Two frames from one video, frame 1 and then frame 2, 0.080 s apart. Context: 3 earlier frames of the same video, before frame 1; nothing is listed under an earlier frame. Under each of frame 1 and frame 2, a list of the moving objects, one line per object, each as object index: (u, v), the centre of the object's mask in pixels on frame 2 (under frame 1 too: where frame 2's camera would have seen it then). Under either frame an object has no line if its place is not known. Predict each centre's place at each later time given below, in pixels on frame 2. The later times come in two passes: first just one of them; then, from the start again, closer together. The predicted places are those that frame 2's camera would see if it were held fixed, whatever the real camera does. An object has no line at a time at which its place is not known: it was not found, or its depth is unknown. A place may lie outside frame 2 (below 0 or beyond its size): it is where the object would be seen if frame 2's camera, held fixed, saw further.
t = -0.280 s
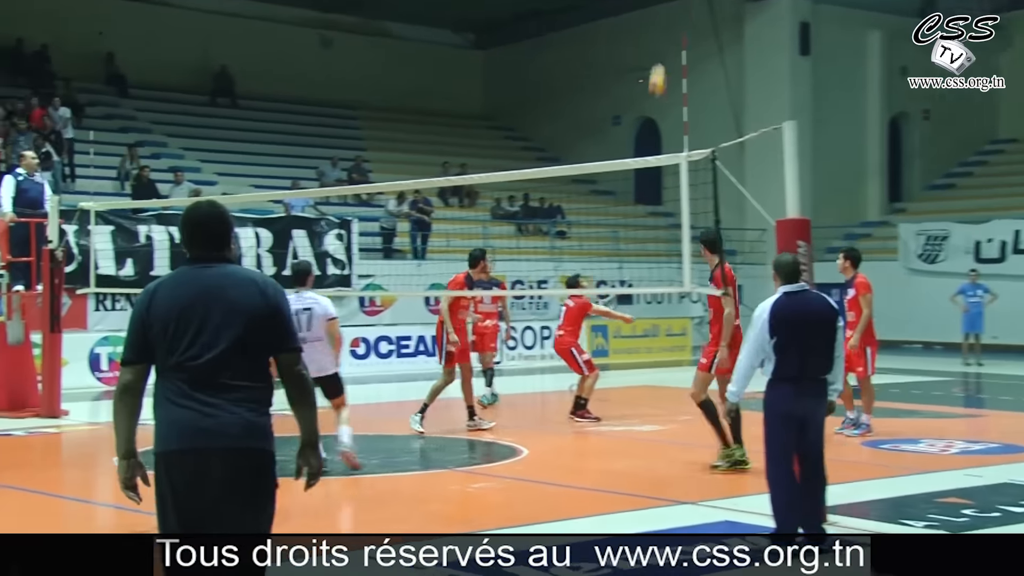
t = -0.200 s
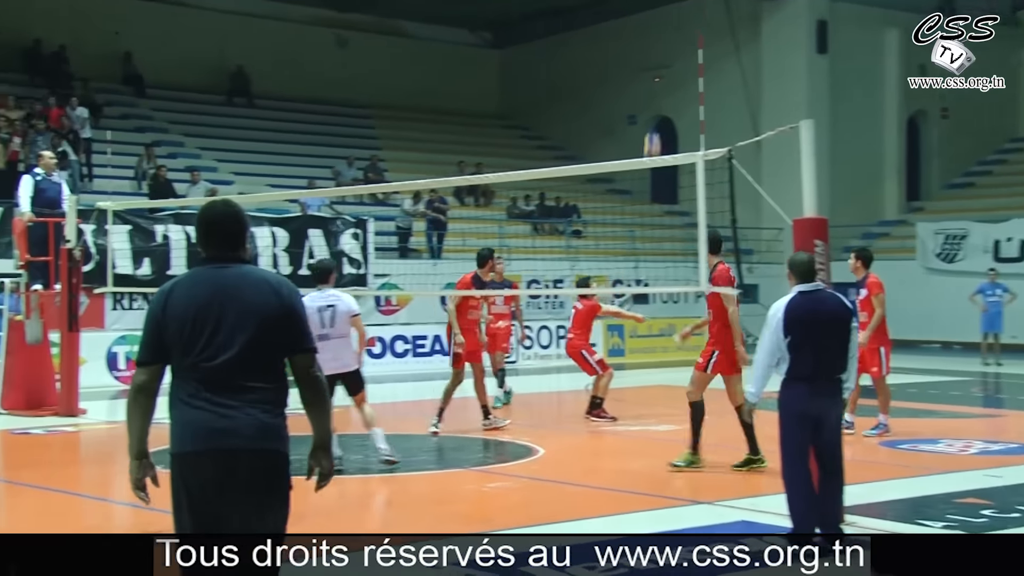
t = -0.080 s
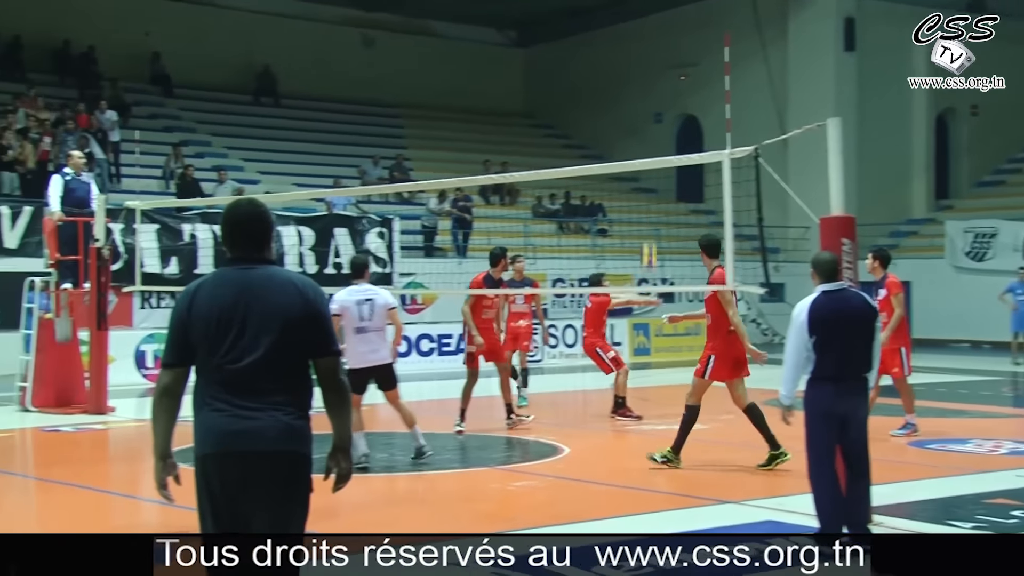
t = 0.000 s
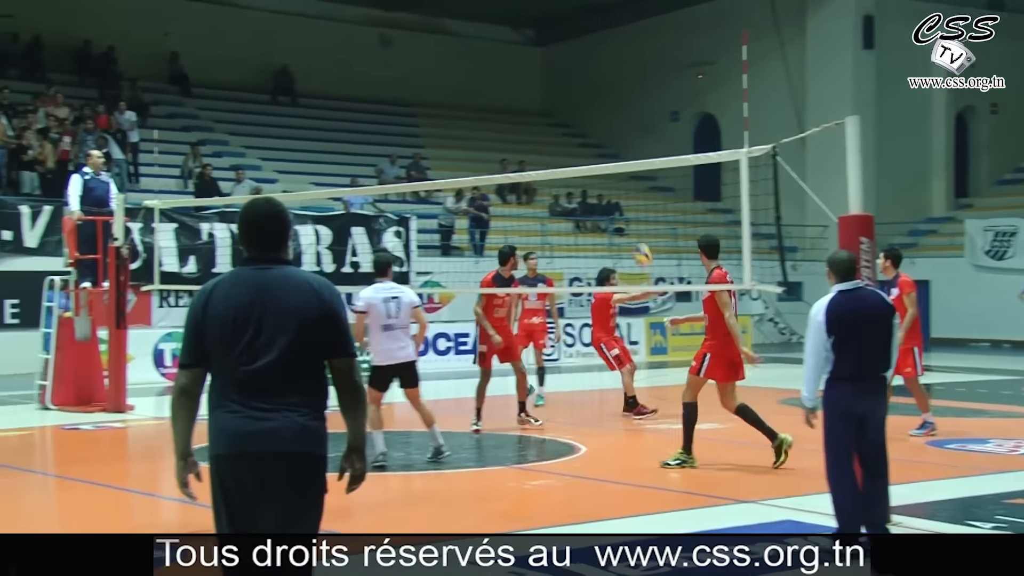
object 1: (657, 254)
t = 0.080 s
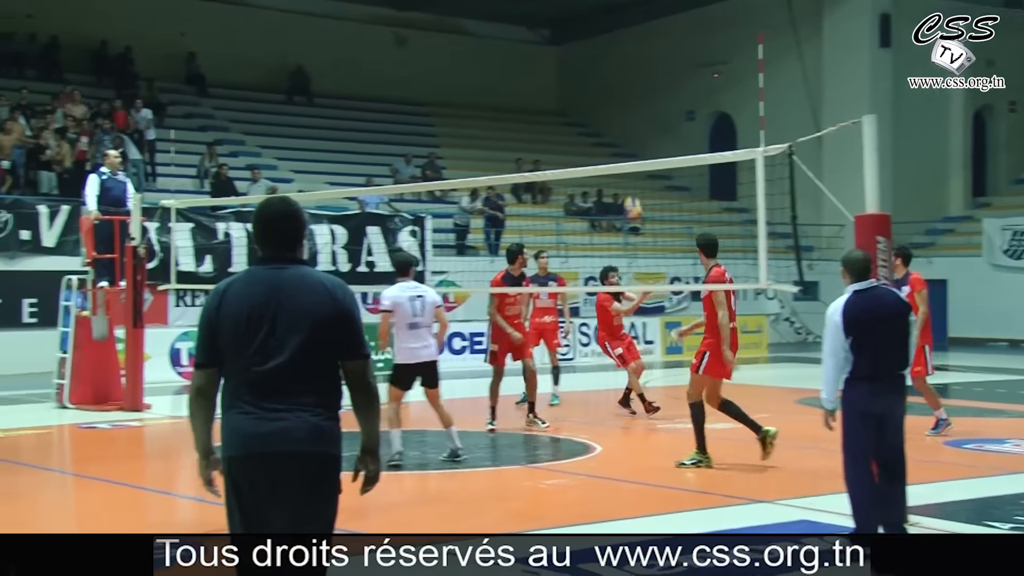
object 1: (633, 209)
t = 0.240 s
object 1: (578, 130)
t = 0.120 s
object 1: (619, 189)
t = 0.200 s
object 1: (592, 149)
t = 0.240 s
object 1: (578, 130)
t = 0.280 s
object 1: (563, 113)
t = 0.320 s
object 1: (548, 98)
